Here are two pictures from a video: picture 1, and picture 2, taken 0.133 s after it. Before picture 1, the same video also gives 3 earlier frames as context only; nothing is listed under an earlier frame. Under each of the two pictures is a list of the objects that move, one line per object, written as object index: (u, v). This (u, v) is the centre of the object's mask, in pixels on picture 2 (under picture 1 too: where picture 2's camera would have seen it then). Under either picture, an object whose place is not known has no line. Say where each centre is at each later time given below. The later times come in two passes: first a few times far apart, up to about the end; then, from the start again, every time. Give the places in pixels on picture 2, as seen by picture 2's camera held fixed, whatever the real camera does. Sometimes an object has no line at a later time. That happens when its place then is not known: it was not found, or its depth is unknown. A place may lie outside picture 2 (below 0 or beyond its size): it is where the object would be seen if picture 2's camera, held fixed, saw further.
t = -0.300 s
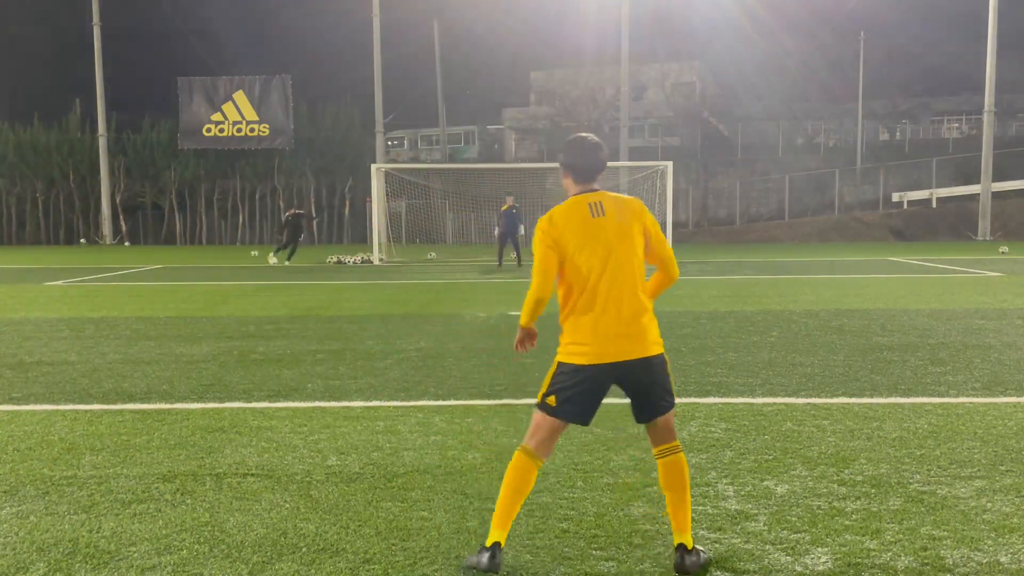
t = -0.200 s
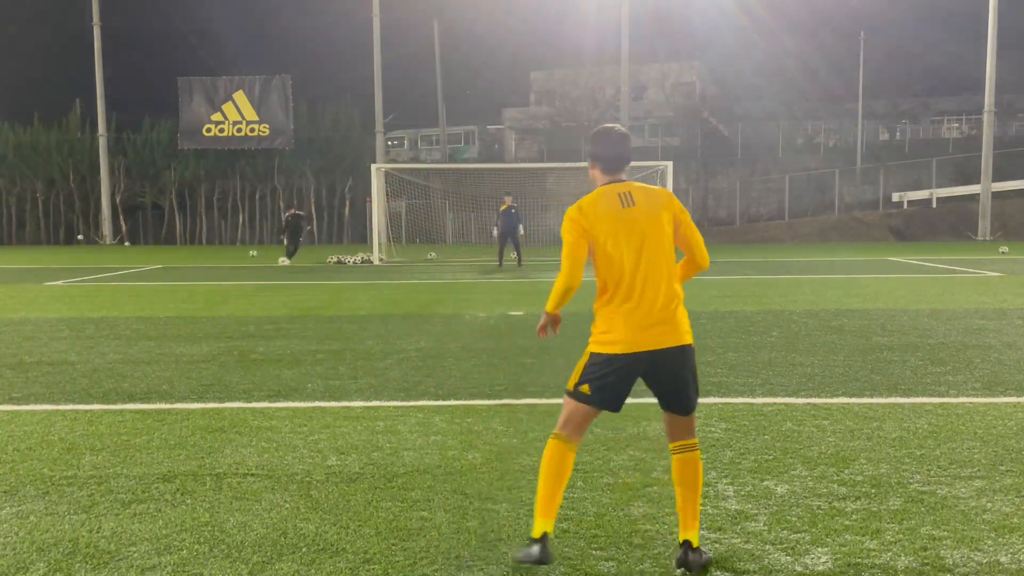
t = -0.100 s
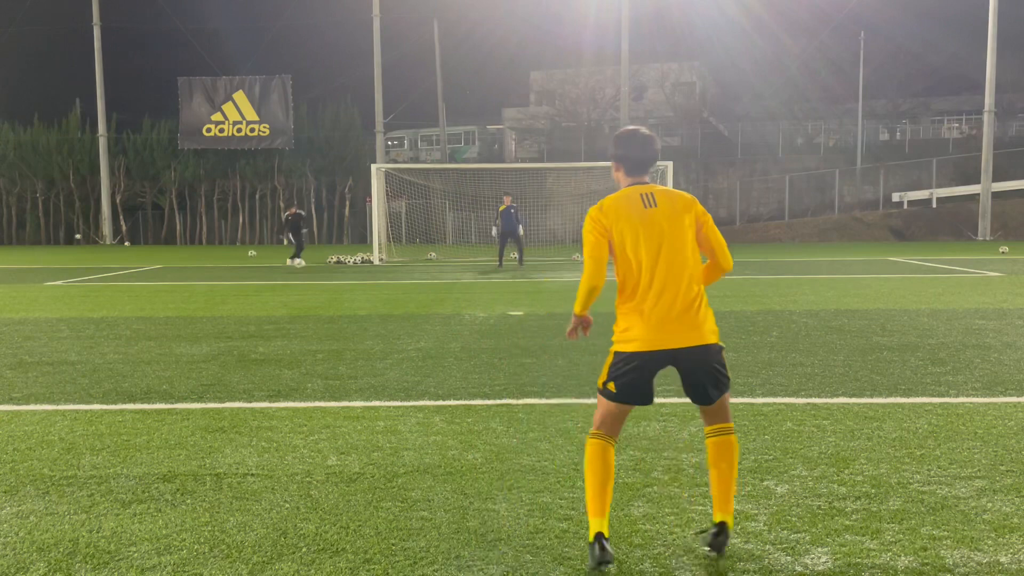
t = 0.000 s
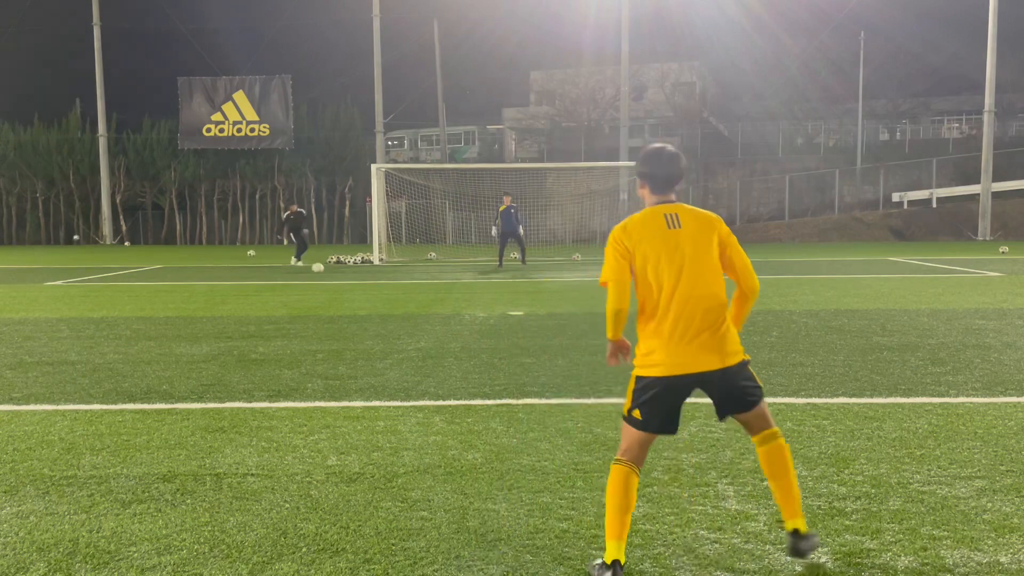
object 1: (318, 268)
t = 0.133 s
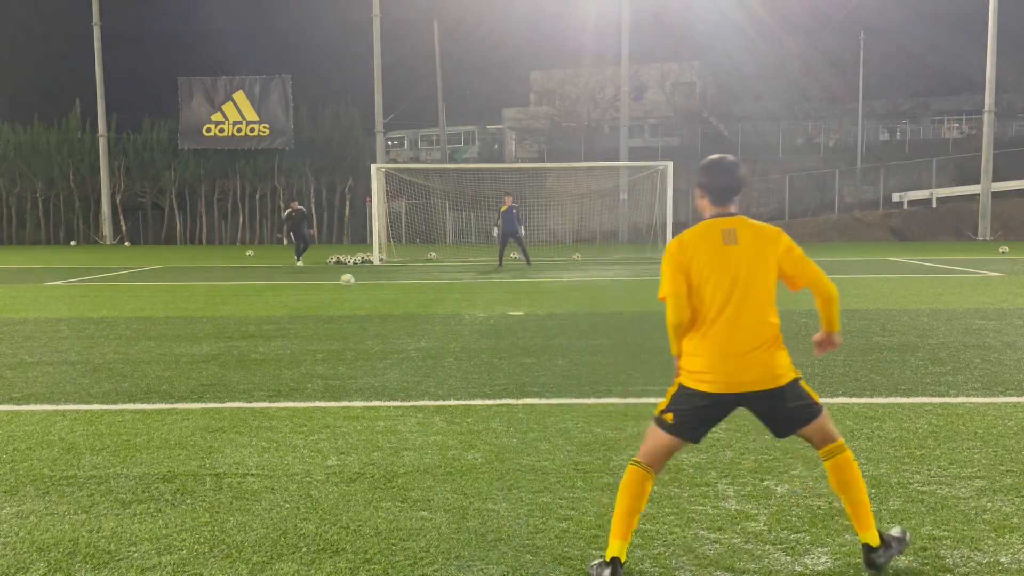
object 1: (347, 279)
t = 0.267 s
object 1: (382, 286)
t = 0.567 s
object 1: (492, 312)
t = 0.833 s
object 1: (655, 352)
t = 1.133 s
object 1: (988, 436)
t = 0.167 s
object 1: (356, 283)
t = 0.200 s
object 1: (364, 284)
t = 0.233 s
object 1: (373, 285)
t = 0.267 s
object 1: (382, 286)
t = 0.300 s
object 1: (392, 288)
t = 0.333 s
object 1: (402, 290)
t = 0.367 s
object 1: (414, 293)
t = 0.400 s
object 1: (425, 299)
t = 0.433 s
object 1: (438, 303)
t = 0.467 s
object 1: (450, 304)
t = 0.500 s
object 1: (463, 305)
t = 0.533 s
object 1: (477, 308)
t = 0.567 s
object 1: (492, 312)
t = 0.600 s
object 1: (509, 316)
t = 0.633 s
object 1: (526, 322)
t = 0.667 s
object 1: (545, 329)
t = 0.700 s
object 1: (564, 332)
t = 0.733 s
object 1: (584, 335)
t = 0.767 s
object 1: (606, 338)
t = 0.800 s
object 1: (629, 344)
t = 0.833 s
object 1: (655, 352)
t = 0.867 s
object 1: (682, 362)
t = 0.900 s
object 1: (711, 366)
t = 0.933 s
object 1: (739, 368)
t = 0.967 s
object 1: (772, 373)
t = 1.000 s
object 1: (807, 378)
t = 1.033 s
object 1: (845, 387)
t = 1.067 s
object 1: (889, 400)
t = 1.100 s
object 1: (937, 417)
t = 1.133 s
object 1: (988, 436)
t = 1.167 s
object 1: (1017, 440)
